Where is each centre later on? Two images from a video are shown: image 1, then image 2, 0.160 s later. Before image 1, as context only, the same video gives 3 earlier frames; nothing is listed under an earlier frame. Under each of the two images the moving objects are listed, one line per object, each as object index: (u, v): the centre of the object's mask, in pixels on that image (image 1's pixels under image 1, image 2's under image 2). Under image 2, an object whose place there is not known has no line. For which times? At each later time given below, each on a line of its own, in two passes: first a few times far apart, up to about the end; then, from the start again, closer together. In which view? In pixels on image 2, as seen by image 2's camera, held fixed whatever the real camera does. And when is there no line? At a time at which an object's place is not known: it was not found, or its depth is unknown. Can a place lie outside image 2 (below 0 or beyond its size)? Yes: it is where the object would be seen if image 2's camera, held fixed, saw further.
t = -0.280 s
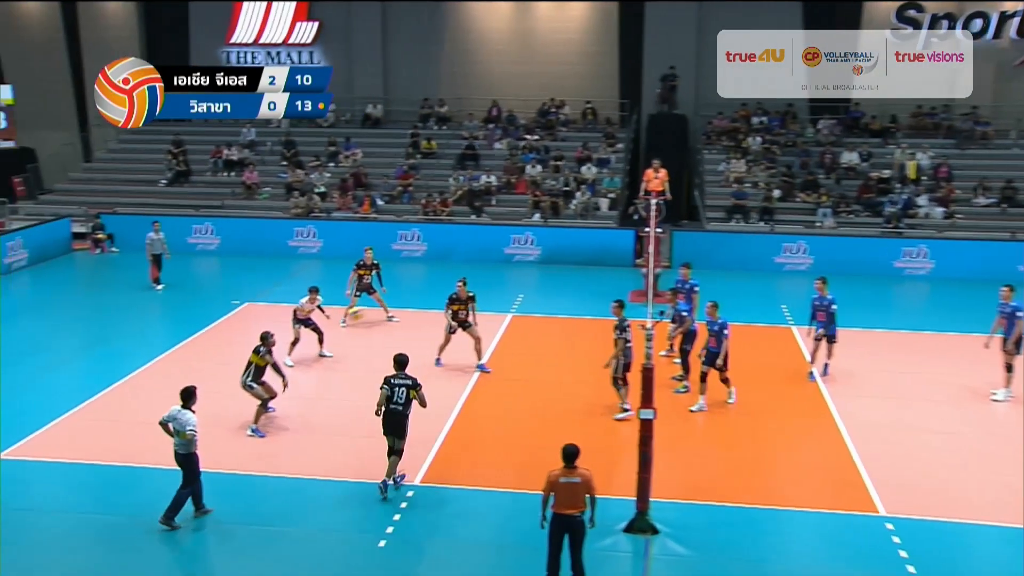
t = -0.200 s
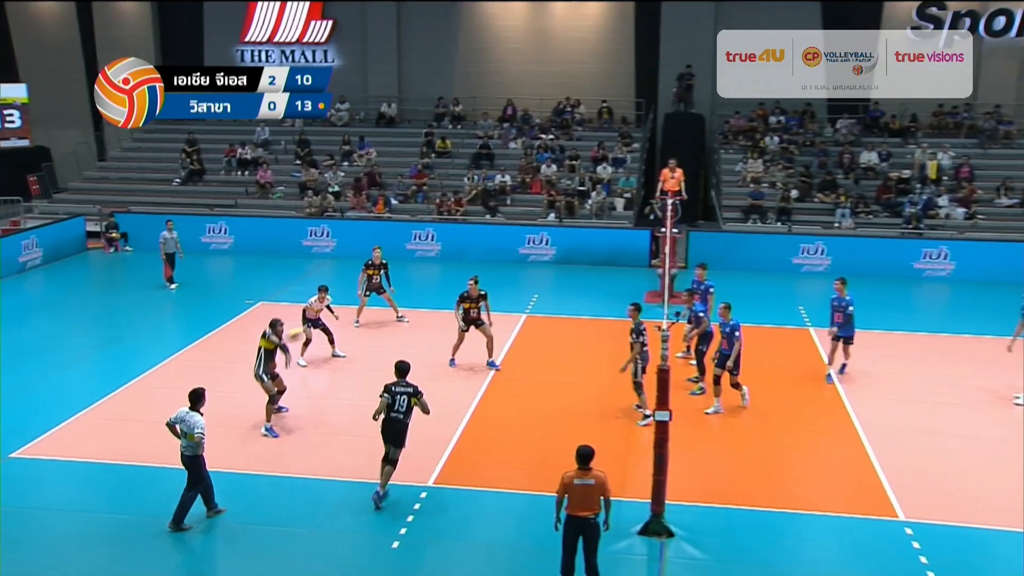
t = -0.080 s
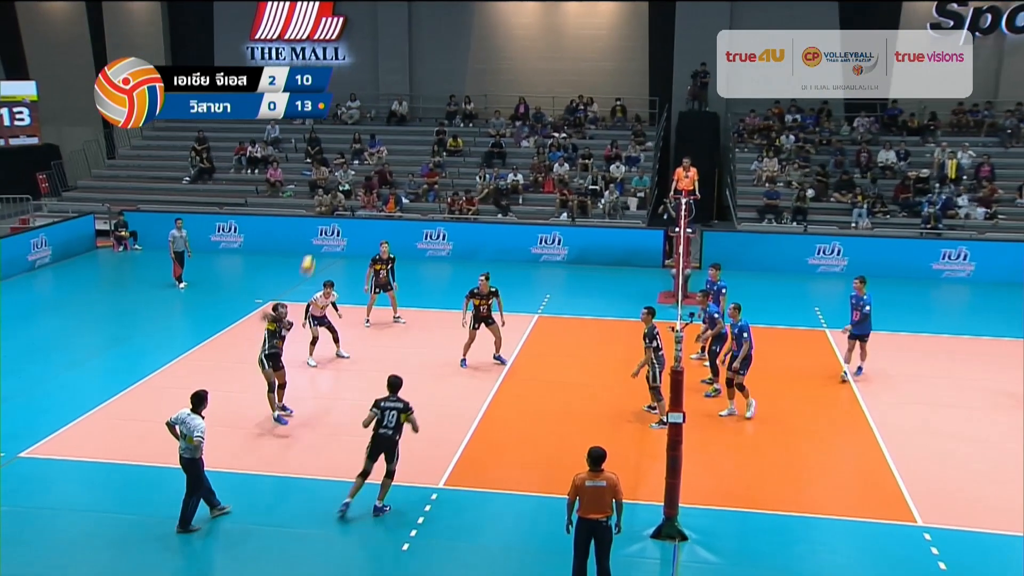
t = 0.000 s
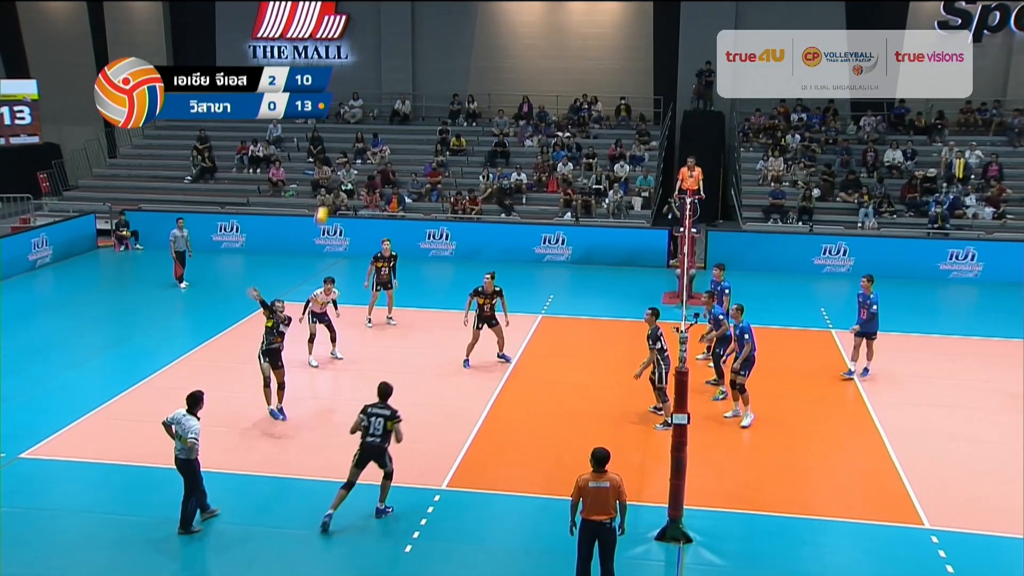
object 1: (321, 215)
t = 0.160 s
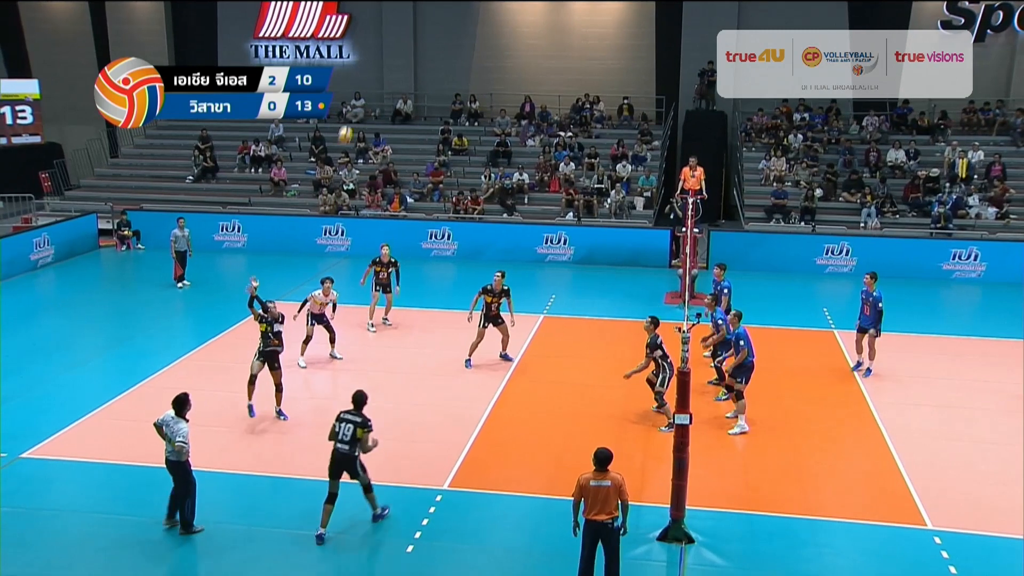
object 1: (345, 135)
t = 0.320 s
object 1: (366, 74)
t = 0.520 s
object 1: (389, 25)
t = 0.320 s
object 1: (366, 74)
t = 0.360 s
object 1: (370, 62)
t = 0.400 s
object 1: (375, 51)
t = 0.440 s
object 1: (380, 41)
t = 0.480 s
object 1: (385, 33)
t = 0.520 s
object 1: (389, 25)
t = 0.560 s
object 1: (394, 19)
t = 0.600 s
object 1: (398, 14)
